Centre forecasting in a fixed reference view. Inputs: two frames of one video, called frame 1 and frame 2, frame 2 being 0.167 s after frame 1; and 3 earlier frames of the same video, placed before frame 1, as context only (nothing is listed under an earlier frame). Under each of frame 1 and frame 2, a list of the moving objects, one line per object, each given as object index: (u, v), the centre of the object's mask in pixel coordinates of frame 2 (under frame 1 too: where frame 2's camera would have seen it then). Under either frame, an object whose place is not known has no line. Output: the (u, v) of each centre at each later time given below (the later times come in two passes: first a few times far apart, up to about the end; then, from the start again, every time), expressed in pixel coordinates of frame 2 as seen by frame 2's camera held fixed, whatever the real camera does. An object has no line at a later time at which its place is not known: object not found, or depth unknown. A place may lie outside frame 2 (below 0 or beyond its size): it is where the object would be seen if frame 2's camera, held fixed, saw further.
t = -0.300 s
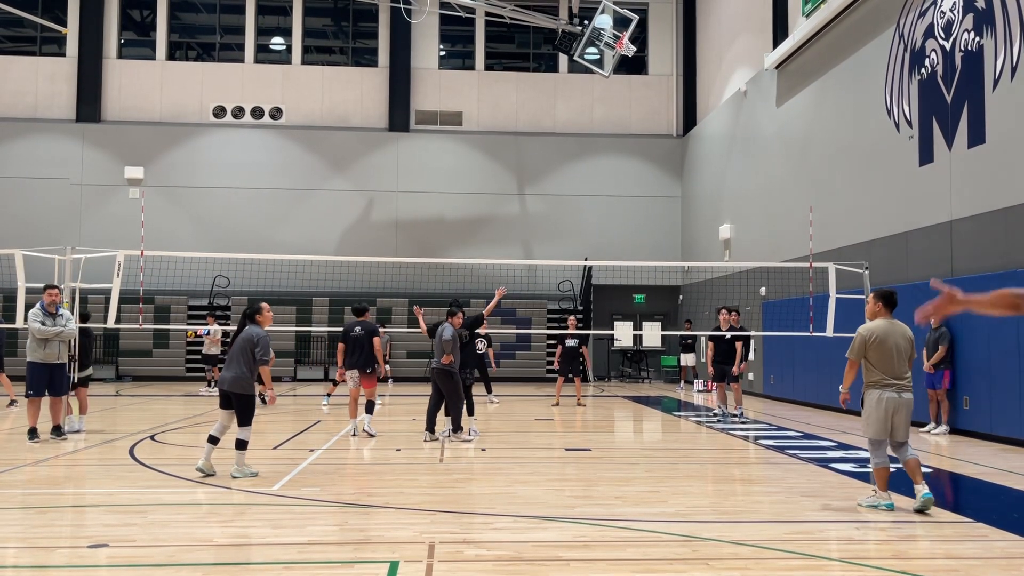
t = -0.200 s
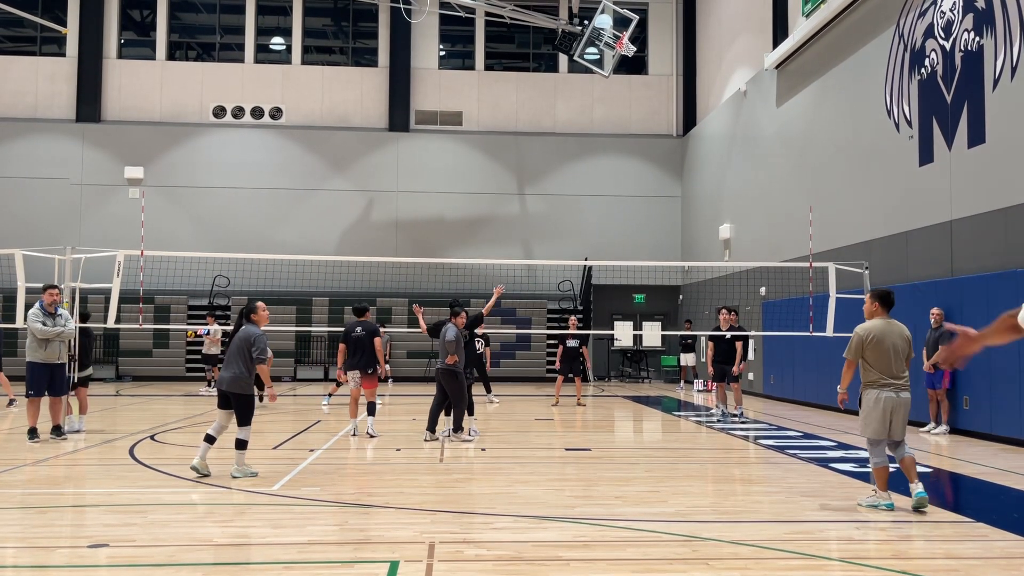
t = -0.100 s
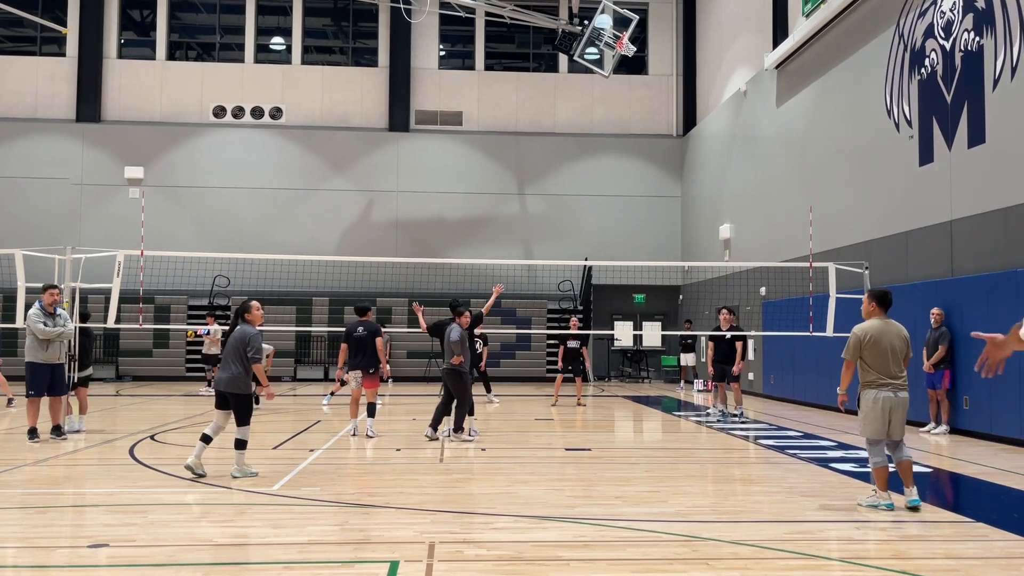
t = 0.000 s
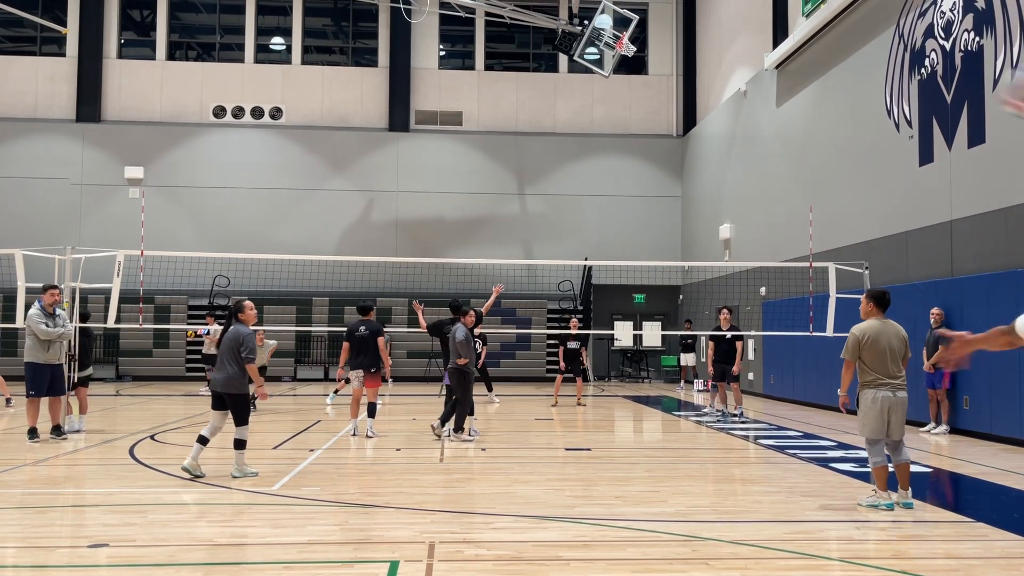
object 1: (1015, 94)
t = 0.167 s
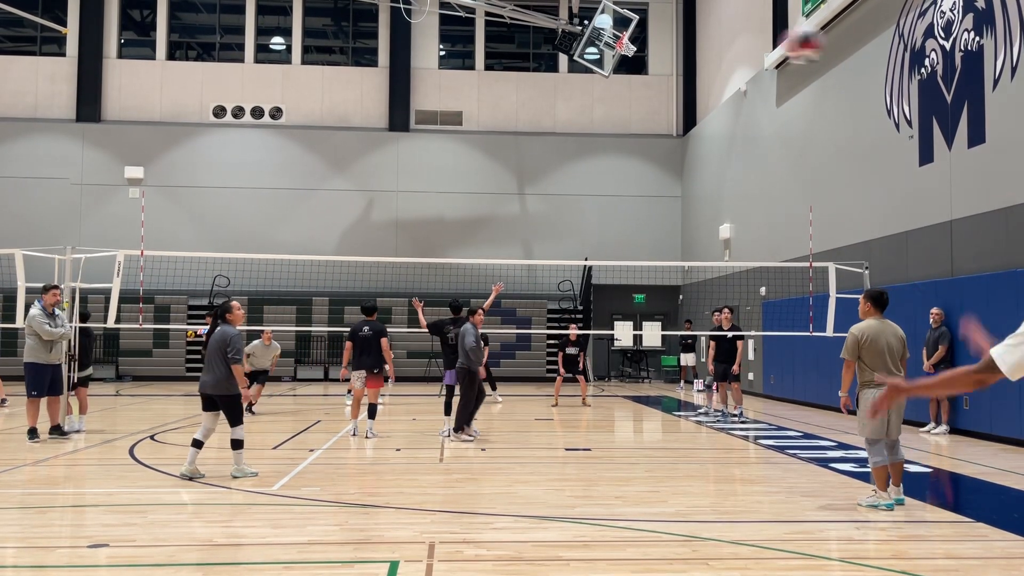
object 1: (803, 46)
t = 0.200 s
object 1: (772, 43)
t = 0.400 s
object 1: (653, 61)
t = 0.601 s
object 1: (589, 105)
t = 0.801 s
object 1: (545, 163)
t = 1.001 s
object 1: (513, 233)
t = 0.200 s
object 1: (772, 43)
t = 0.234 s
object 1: (746, 43)
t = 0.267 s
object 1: (722, 45)
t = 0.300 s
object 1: (702, 48)
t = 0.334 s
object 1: (684, 51)
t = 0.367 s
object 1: (668, 55)
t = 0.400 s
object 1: (653, 61)
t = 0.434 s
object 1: (640, 67)
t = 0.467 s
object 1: (628, 73)
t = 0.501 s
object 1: (618, 81)
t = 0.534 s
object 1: (607, 88)
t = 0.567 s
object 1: (598, 96)
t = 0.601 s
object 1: (589, 105)
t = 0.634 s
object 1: (581, 114)
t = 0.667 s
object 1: (573, 124)
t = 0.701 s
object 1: (565, 133)
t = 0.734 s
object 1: (559, 143)
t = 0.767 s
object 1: (552, 153)
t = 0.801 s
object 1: (545, 163)
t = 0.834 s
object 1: (539, 174)
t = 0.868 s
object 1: (533, 185)
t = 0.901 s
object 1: (528, 196)
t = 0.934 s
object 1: (523, 208)
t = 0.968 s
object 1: (517, 220)
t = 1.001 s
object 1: (513, 233)
